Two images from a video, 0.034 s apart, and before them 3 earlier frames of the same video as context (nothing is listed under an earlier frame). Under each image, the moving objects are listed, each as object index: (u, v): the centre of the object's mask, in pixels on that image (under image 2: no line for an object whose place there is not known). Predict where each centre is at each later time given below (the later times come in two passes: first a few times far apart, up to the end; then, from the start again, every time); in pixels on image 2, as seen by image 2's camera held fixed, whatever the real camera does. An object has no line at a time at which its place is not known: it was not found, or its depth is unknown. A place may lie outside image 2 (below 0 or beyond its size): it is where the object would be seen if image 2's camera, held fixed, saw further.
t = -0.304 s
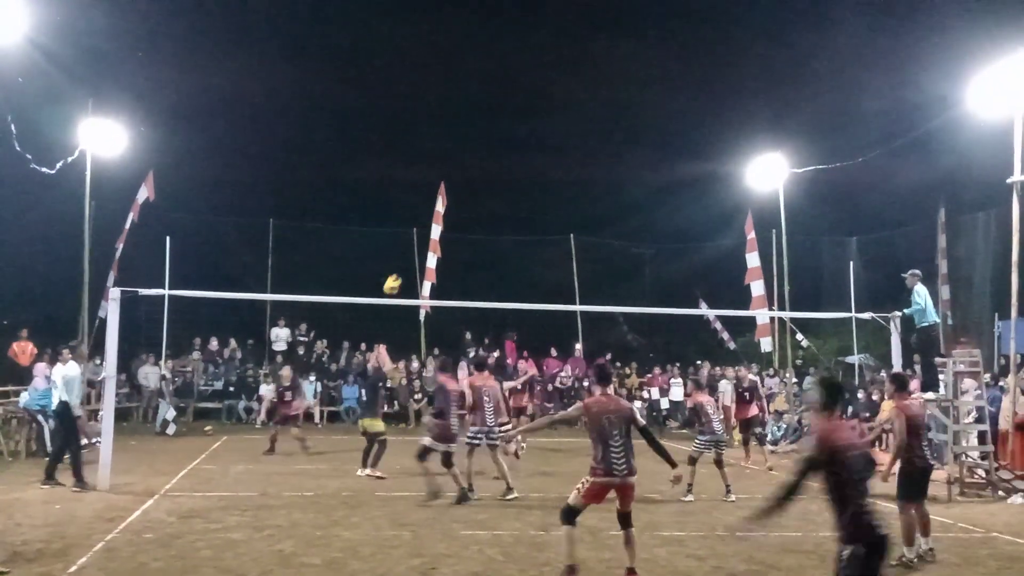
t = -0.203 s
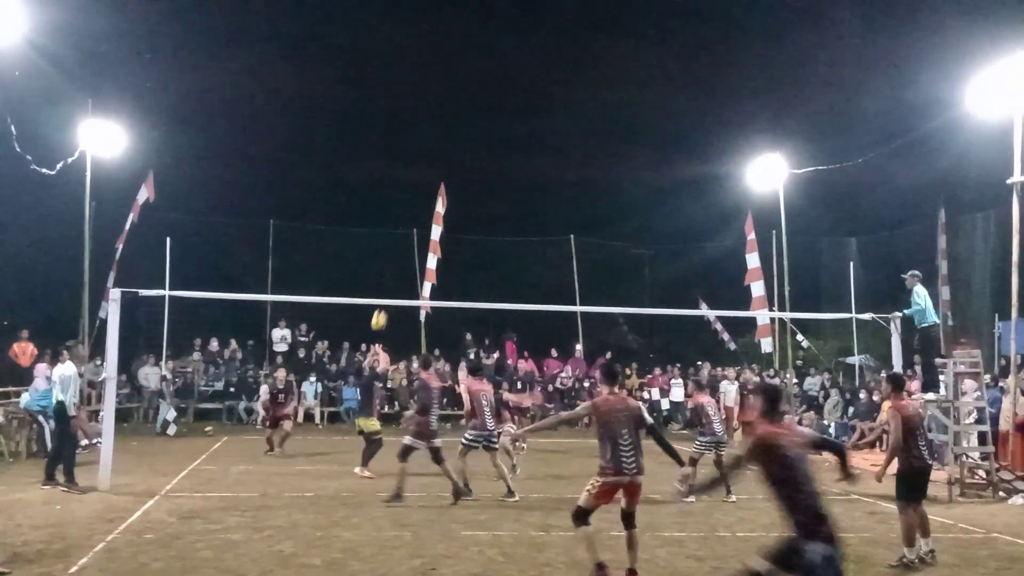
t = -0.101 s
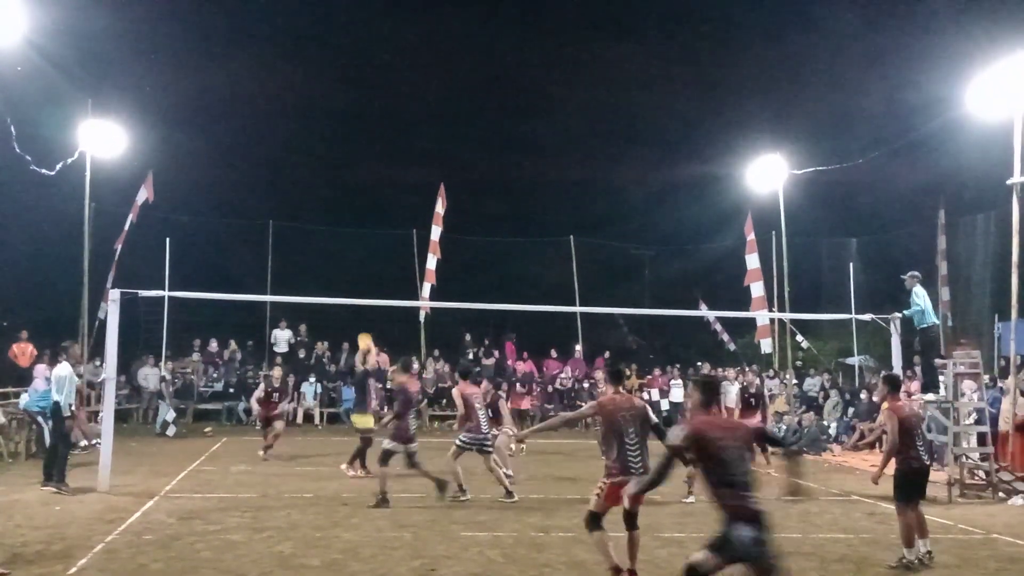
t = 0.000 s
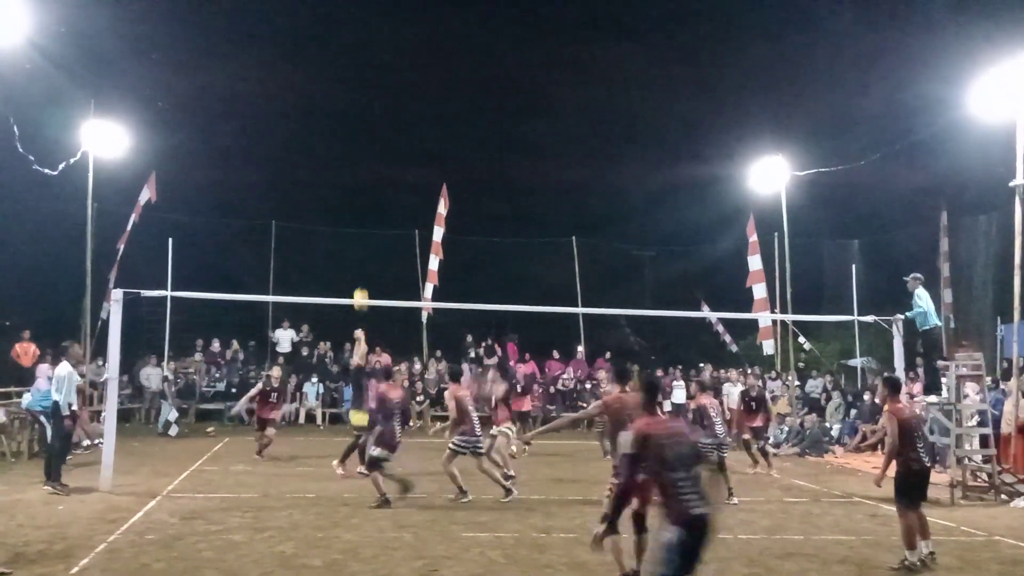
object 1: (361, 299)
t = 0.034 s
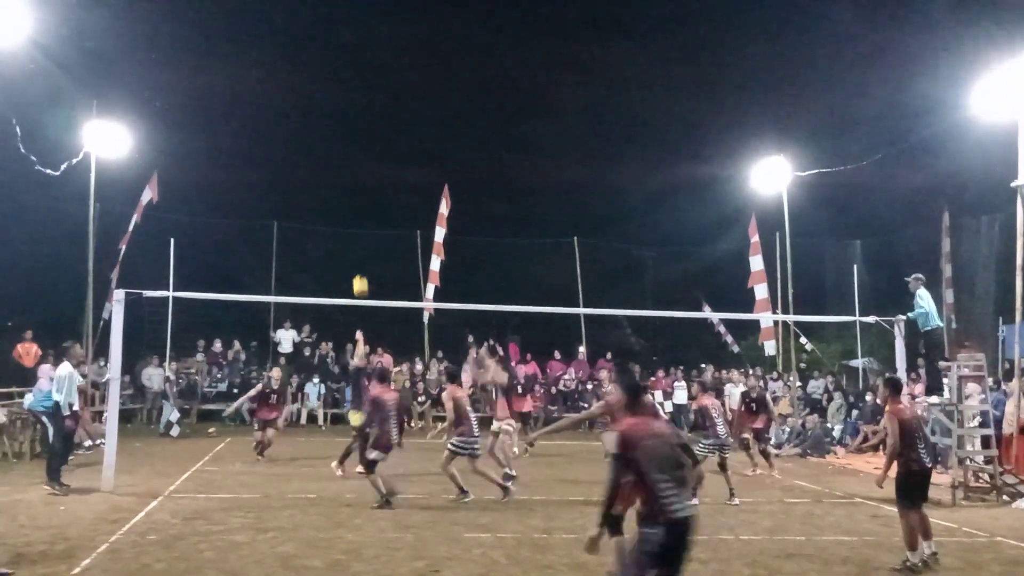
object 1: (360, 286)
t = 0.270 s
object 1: (344, 212)
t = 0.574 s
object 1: (320, 173)
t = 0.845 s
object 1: (296, 190)
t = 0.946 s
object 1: (286, 210)
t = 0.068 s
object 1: (358, 273)
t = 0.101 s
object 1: (356, 261)
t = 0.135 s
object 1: (353, 249)
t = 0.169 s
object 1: (351, 239)
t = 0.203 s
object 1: (349, 229)
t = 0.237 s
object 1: (346, 220)
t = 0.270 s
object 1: (344, 212)
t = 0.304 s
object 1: (341, 205)
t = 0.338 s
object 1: (339, 198)
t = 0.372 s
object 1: (336, 192)
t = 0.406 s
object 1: (334, 187)
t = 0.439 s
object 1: (331, 183)
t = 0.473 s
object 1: (328, 179)
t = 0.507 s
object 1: (326, 176)
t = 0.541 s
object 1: (323, 174)
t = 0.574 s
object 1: (320, 173)
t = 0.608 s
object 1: (317, 172)
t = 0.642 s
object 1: (314, 172)
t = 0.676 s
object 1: (311, 173)
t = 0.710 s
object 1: (308, 175)
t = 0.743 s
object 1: (305, 178)
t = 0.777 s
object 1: (302, 181)
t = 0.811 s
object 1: (299, 185)
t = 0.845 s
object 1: (296, 190)
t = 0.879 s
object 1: (292, 195)
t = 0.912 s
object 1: (289, 202)
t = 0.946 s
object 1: (286, 210)
